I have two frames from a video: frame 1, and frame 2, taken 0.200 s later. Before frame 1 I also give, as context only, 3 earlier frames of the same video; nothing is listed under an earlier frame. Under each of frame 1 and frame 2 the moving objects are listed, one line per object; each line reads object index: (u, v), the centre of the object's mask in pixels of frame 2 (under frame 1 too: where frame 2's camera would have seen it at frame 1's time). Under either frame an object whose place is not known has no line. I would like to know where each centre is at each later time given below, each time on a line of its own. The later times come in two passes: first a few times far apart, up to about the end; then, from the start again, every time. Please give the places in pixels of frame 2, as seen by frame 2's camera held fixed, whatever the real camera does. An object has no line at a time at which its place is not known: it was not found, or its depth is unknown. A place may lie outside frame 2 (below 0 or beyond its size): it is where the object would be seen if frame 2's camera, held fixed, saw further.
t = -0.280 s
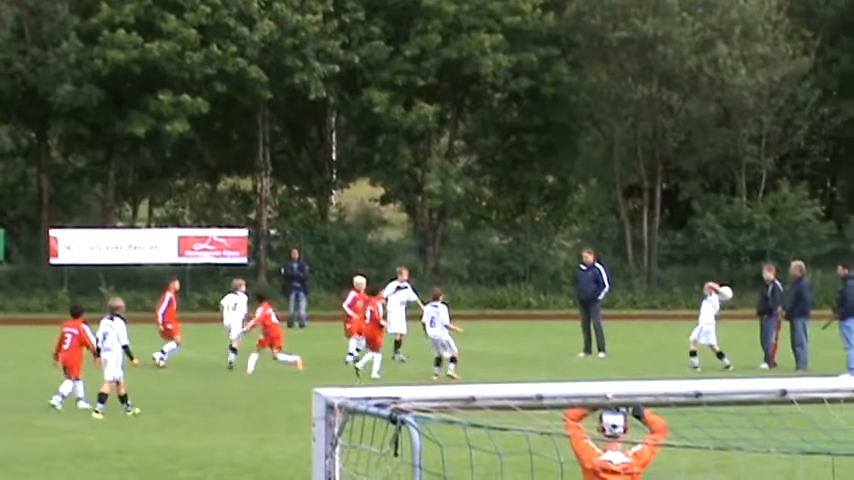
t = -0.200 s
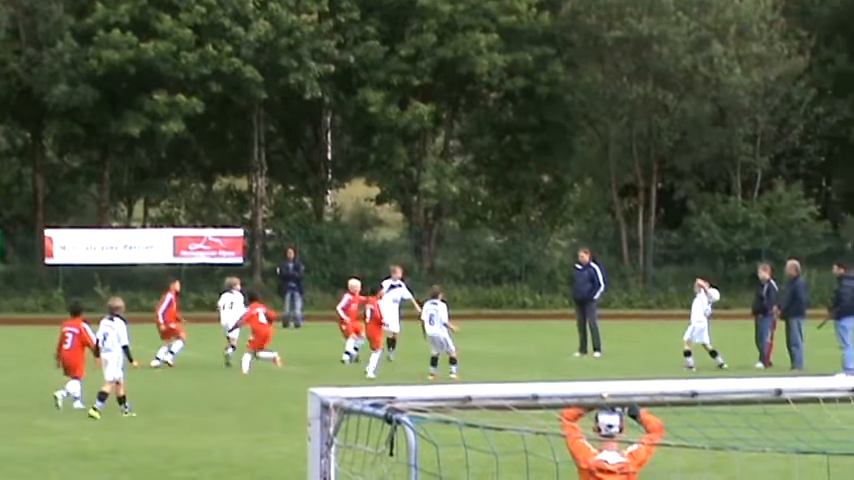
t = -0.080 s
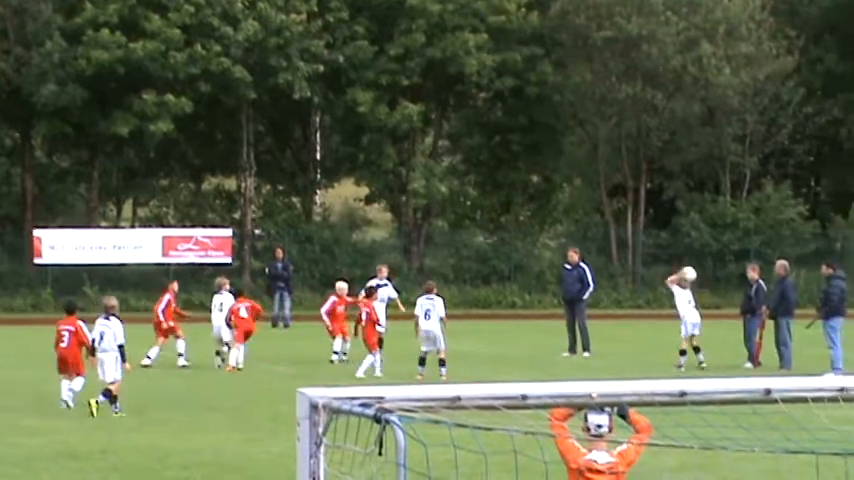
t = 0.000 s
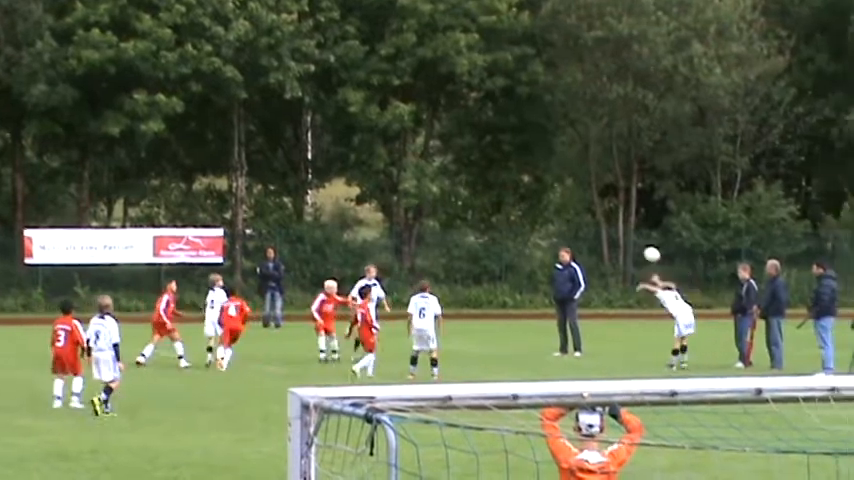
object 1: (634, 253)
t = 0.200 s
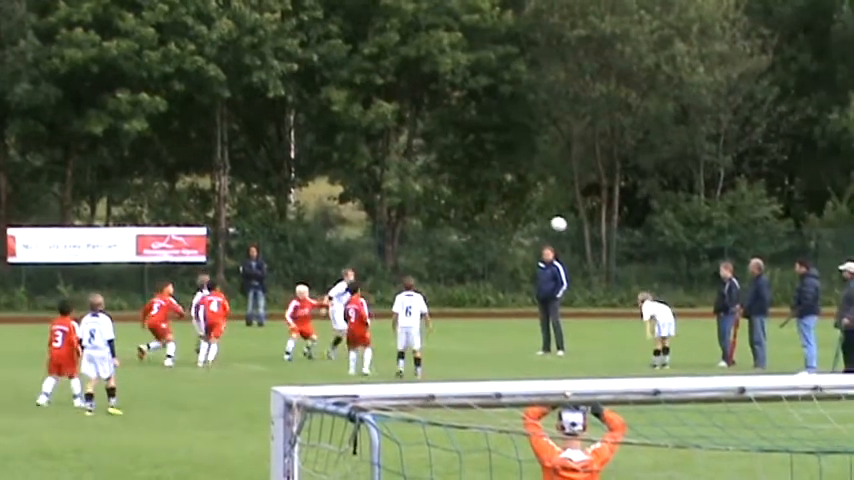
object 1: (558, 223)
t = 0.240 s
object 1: (543, 220)
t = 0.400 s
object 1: (485, 219)
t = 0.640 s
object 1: (402, 244)
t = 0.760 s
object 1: (361, 268)
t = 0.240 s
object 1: (543, 220)
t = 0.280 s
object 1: (528, 219)
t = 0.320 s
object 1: (514, 218)
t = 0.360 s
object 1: (499, 218)
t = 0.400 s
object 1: (485, 219)
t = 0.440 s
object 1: (471, 221)
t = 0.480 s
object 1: (456, 224)
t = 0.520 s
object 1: (442, 228)
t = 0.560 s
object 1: (429, 232)
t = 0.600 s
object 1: (415, 237)
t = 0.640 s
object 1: (402, 244)
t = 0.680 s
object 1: (388, 251)
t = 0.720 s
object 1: (375, 259)
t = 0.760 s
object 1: (361, 268)
